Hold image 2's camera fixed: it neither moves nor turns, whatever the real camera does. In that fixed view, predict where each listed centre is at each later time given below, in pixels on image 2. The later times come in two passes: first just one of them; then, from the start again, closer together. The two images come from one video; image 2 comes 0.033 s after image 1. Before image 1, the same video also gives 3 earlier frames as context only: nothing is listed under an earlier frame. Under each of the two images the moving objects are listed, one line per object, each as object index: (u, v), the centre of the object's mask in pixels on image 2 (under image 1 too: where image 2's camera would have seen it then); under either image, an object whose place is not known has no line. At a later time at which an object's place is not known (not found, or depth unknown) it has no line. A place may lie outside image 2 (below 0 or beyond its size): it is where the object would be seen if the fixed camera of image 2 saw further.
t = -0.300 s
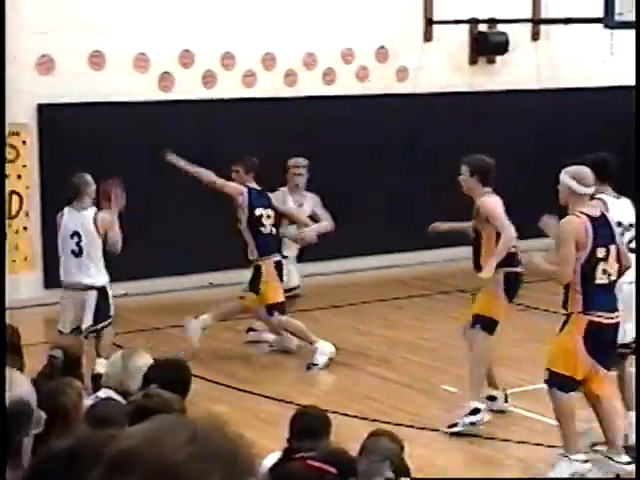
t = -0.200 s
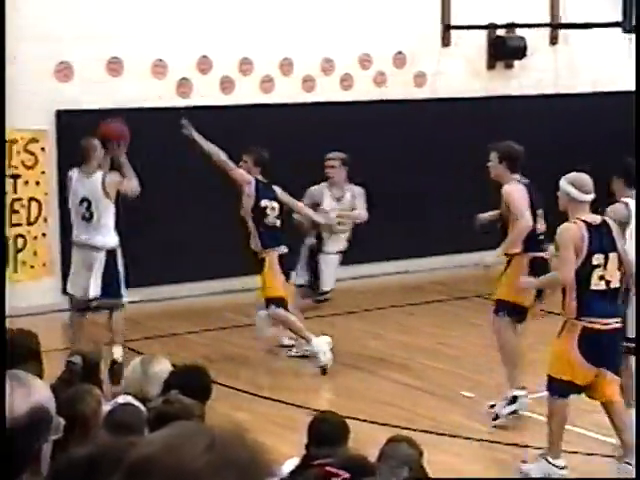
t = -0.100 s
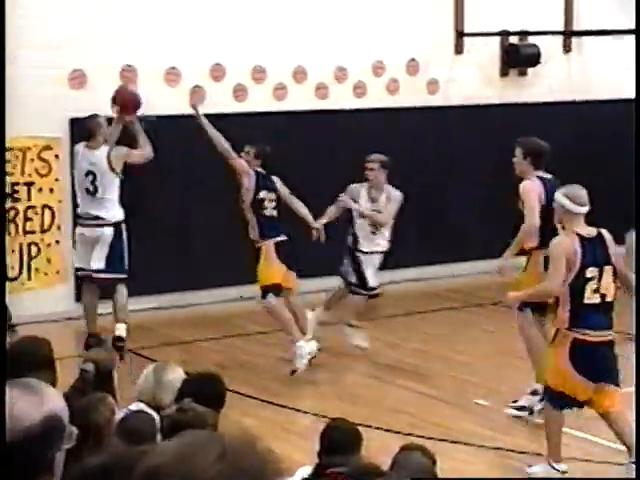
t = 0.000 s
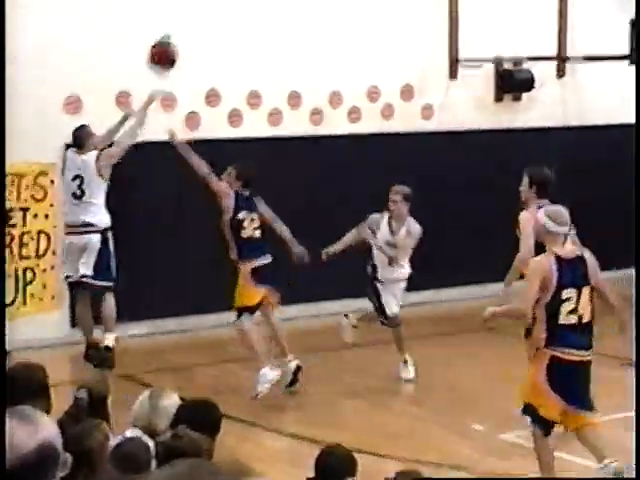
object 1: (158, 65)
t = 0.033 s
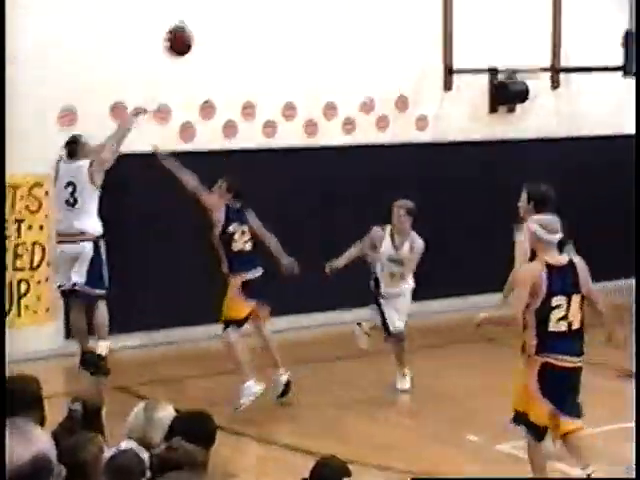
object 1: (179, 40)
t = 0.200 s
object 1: (278, -58)
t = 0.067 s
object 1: (199, 17)
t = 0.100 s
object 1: (219, -5)
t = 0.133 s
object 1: (239, -26)
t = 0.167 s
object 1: (259, -43)
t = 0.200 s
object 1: (278, -58)
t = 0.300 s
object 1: (334, -100)
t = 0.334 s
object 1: (353, -112)
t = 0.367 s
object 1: (371, -124)
